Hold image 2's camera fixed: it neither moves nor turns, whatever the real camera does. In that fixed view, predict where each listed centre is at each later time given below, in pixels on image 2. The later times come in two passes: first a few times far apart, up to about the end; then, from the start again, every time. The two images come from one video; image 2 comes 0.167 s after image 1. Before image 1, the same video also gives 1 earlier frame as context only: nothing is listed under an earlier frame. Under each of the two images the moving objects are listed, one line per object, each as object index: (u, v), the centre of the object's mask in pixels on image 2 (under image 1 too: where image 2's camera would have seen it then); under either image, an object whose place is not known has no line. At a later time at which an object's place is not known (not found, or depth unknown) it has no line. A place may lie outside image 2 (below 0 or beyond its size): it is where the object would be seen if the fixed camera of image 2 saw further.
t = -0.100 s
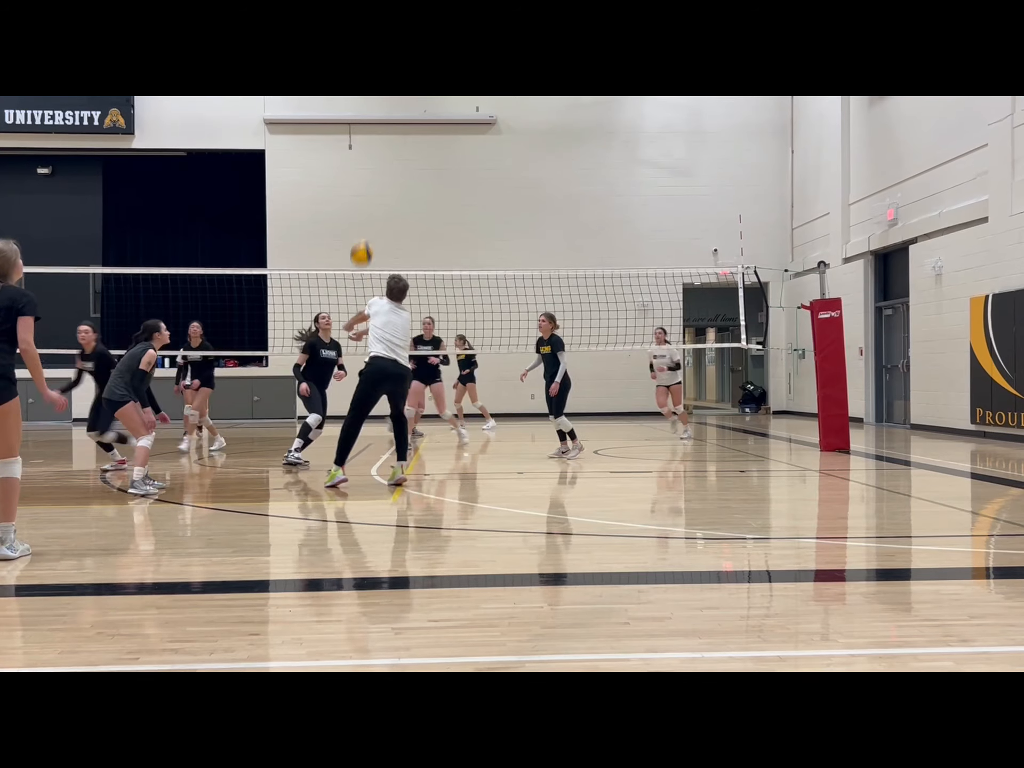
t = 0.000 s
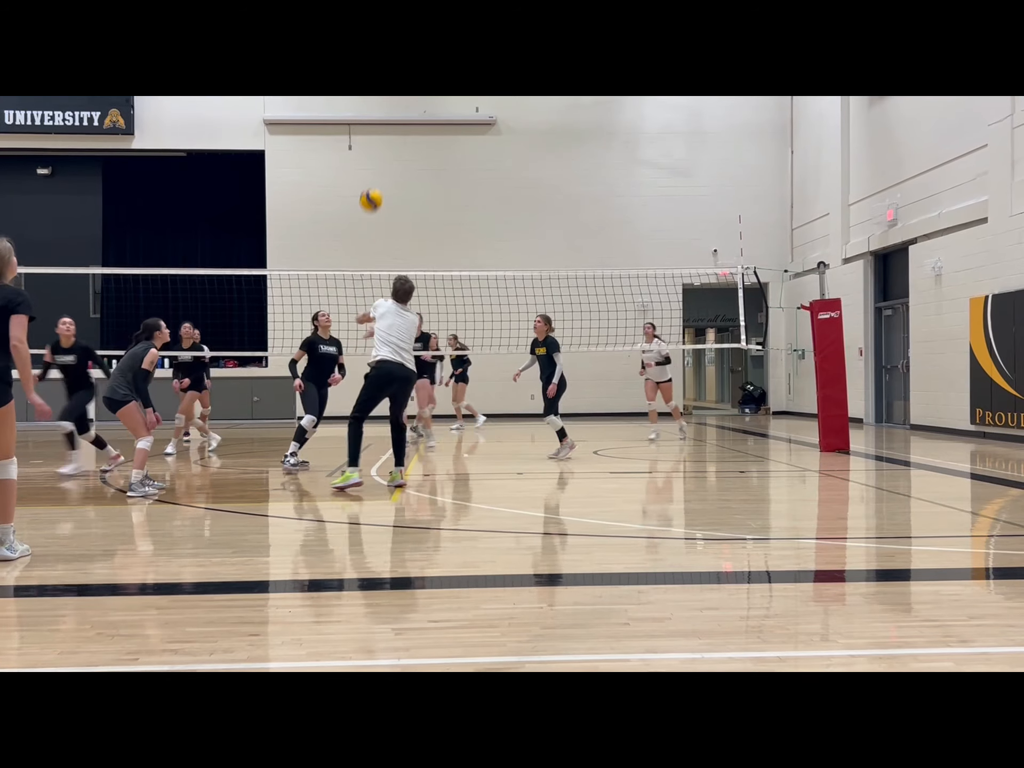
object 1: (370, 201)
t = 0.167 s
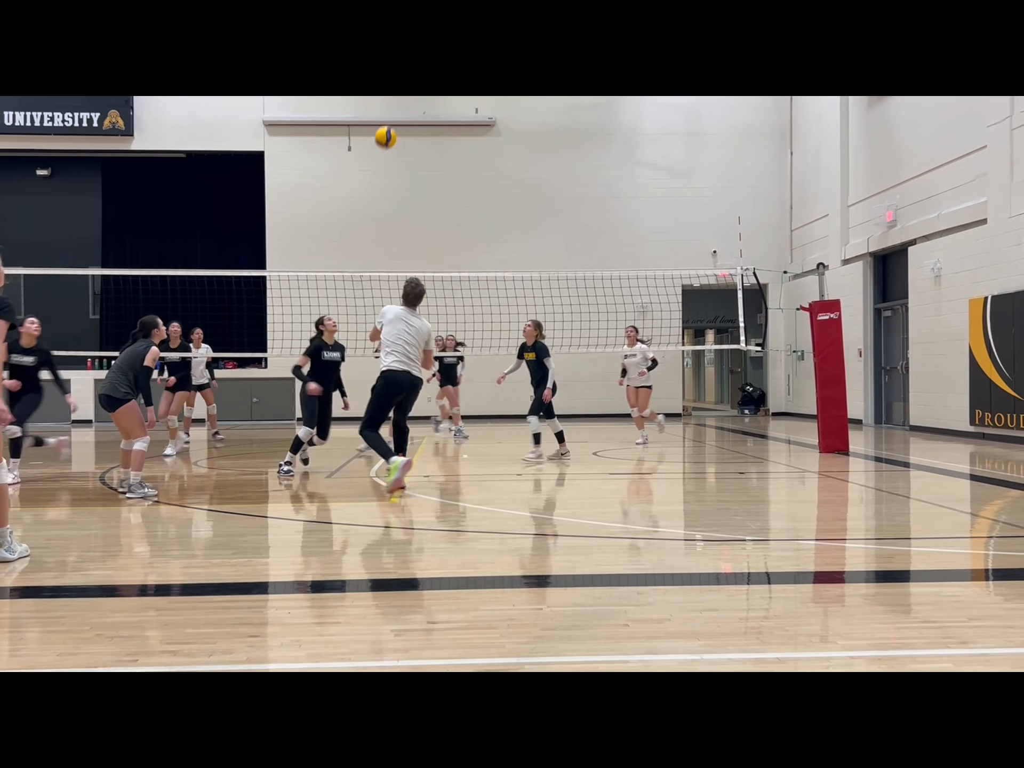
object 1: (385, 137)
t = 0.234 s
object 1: (391, 120)
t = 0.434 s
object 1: (408, 101)
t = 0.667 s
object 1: (426, 121)
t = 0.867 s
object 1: (442, 179)
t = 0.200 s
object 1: (388, 128)
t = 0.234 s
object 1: (391, 120)
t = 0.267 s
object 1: (394, 114)
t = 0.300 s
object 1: (397, 109)
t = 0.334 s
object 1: (399, 105)
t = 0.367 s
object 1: (402, 103)
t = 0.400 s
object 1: (405, 102)
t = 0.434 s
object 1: (408, 101)
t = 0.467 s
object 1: (411, 101)
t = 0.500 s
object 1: (413, 102)
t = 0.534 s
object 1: (416, 103)
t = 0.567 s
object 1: (418, 106)
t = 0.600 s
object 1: (421, 110)
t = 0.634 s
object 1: (424, 115)
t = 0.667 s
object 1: (426, 121)
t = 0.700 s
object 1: (429, 129)
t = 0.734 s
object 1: (432, 137)
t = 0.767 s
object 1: (434, 146)
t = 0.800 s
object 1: (437, 156)
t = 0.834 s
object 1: (439, 167)
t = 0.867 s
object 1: (442, 179)
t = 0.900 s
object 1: (444, 191)
